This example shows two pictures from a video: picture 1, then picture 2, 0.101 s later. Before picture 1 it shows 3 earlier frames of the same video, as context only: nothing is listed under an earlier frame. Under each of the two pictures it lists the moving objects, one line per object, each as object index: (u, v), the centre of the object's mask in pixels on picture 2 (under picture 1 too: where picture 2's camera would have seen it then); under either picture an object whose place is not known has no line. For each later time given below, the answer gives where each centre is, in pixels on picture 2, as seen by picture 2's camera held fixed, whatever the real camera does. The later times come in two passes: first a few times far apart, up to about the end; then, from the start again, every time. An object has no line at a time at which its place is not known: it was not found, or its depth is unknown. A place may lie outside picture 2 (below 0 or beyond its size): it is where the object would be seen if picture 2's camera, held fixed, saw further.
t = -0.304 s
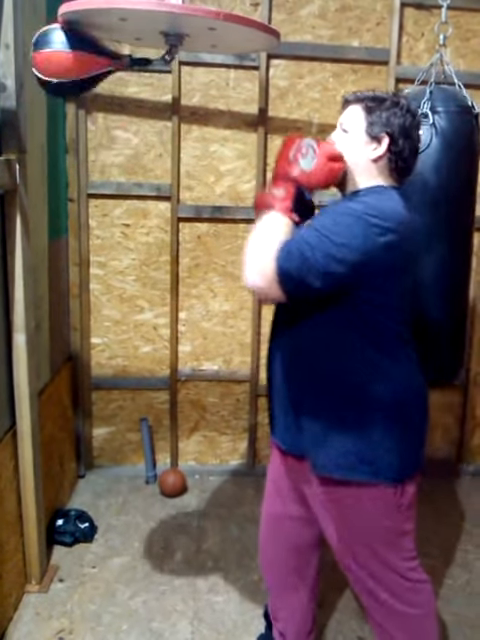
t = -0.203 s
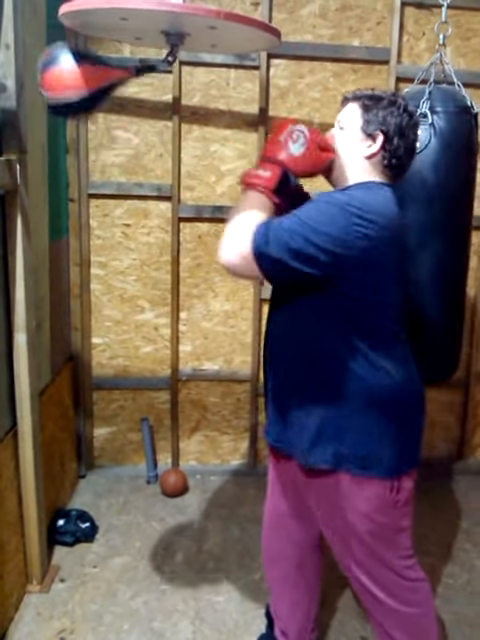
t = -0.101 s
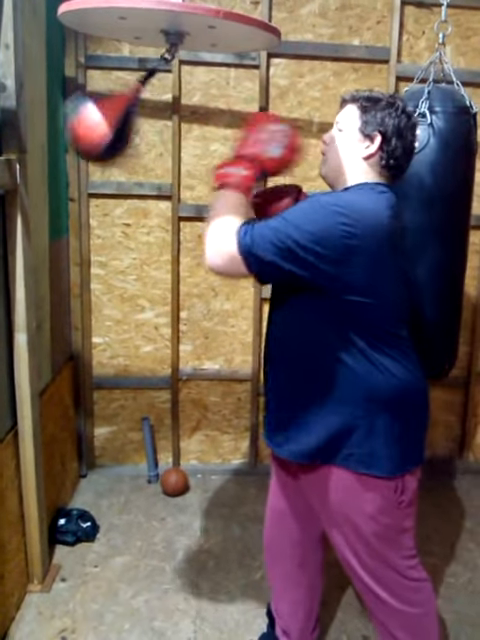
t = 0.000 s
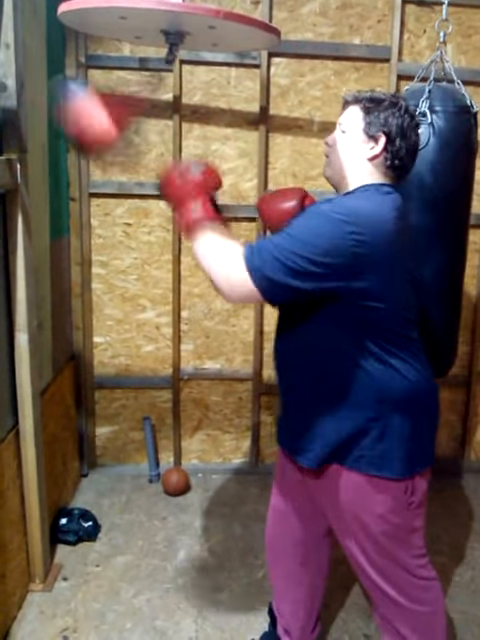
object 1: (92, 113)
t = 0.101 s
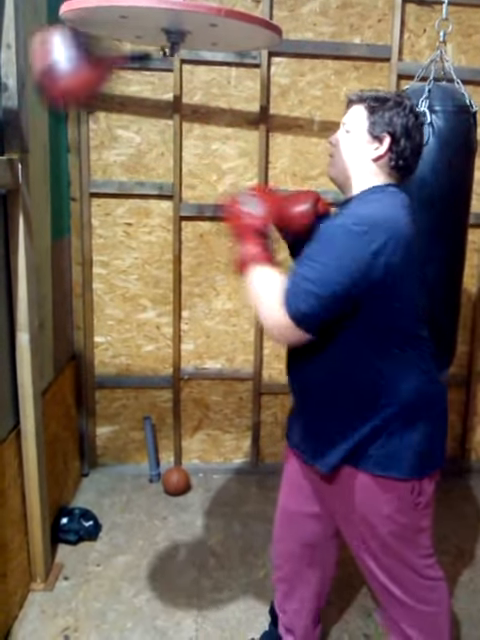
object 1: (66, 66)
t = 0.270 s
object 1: (207, 148)
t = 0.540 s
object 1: (210, 145)
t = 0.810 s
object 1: (61, 55)
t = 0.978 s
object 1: (128, 142)
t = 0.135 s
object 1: (79, 98)
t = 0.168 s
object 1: (94, 130)
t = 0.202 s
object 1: (136, 147)
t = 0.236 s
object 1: (171, 152)
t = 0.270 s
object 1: (207, 148)
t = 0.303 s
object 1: (234, 133)
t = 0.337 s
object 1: (257, 117)
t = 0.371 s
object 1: (272, 101)
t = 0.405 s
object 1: (270, 78)
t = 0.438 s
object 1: (271, 103)
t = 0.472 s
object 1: (256, 118)
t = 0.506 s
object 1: (237, 132)
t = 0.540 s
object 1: (210, 145)
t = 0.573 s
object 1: (181, 153)
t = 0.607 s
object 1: (151, 149)
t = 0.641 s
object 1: (116, 135)
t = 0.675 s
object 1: (92, 114)
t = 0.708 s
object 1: (76, 89)
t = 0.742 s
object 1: (66, 70)
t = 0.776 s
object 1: (61, 53)
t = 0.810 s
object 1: (61, 55)
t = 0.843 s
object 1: (64, 68)
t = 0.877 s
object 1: (76, 85)
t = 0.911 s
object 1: (83, 108)
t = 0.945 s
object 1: (98, 129)
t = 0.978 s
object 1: (128, 142)
